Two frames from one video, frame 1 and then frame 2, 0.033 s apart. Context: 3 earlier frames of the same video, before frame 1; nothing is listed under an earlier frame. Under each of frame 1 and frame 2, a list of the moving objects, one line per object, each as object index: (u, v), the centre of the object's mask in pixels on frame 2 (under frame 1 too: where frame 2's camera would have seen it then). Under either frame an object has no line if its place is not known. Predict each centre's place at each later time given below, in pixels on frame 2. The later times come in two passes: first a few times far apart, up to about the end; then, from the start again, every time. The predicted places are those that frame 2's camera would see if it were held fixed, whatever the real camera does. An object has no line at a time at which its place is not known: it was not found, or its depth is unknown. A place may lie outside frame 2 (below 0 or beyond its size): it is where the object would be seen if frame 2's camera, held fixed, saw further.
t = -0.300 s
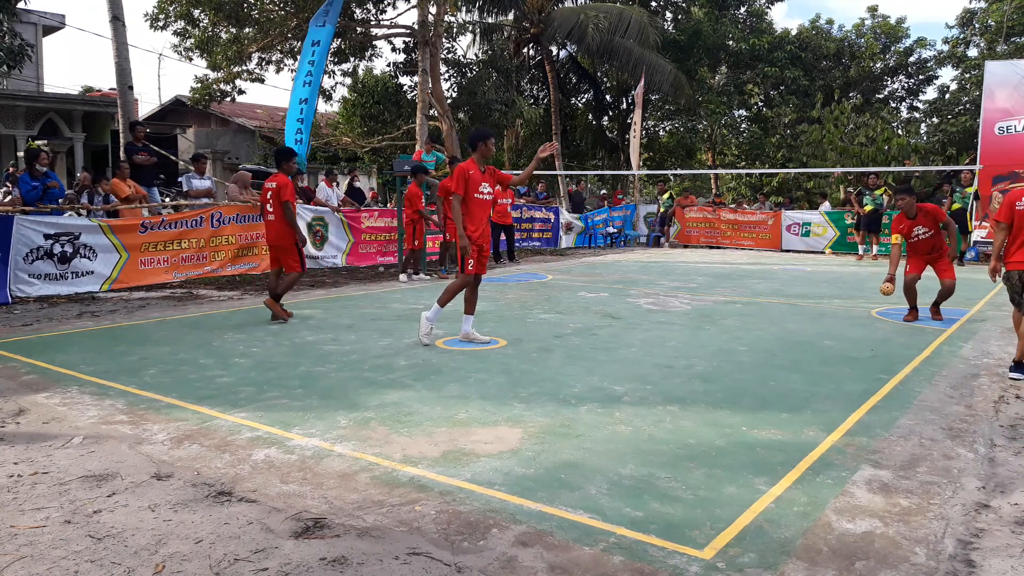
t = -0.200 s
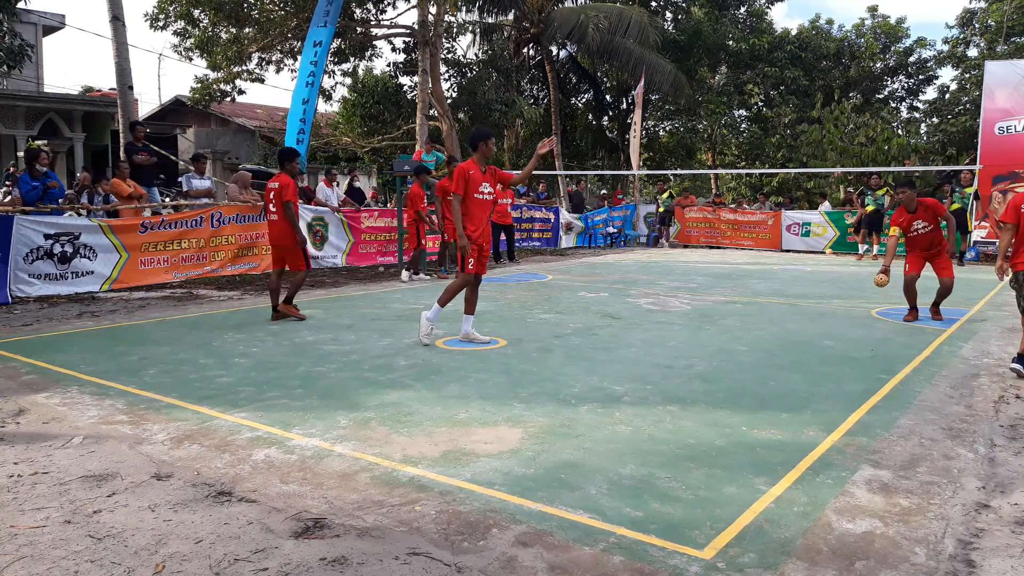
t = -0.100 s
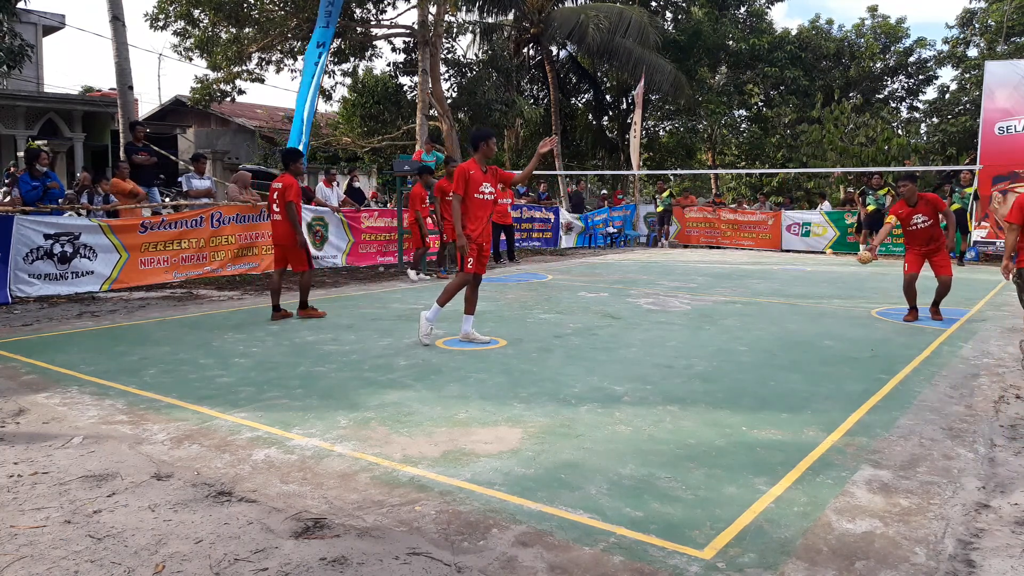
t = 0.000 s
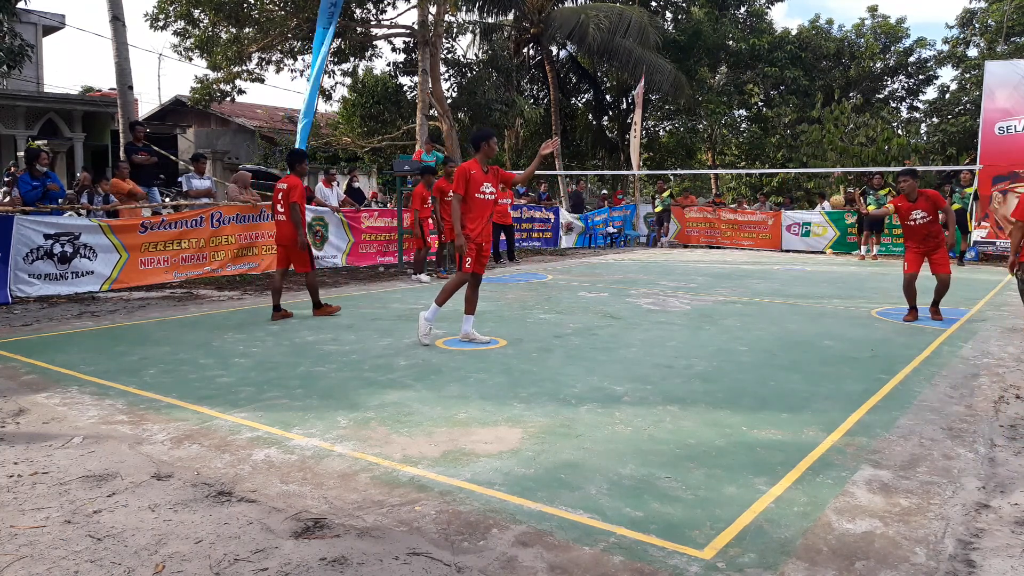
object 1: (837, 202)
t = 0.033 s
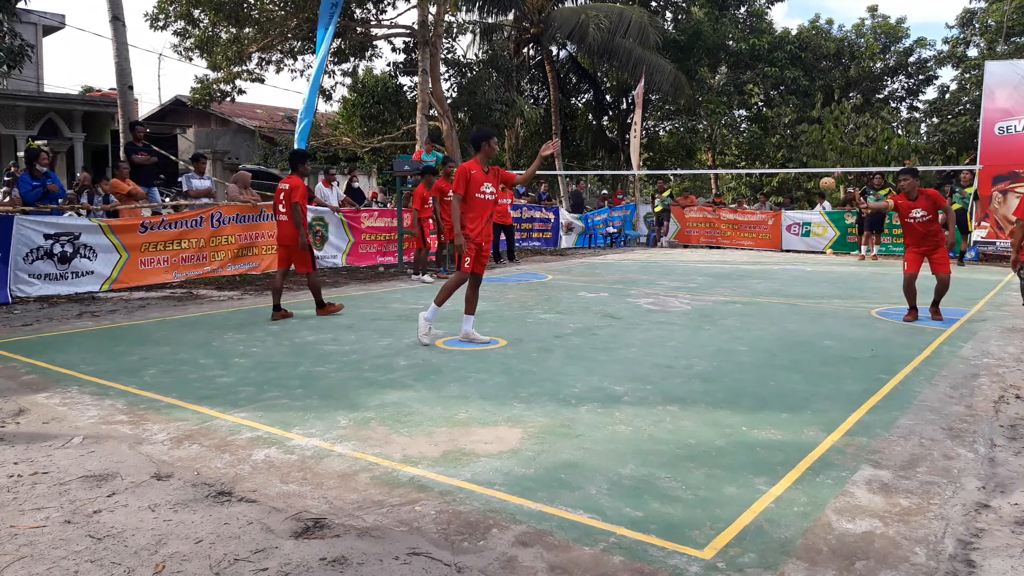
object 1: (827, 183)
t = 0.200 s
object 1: (775, 107)
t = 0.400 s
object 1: (704, 49)
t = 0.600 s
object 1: (623, 34)
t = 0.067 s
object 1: (817, 167)
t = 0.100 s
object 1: (807, 150)
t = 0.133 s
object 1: (797, 135)
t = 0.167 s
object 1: (786, 121)
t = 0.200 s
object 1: (775, 107)
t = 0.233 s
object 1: (764, 95)
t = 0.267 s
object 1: (752, 83)
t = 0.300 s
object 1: (741, 73)
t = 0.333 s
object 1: (729, 64)
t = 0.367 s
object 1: (716, 55)
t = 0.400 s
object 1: (704, 49)
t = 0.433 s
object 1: (691, 43)
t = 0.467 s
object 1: (678, 39)
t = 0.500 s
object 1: (665, 35)
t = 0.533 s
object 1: (651, 34)
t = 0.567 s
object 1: (638, 33)
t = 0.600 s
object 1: (623, 34)
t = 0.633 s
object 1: (609, 36)
